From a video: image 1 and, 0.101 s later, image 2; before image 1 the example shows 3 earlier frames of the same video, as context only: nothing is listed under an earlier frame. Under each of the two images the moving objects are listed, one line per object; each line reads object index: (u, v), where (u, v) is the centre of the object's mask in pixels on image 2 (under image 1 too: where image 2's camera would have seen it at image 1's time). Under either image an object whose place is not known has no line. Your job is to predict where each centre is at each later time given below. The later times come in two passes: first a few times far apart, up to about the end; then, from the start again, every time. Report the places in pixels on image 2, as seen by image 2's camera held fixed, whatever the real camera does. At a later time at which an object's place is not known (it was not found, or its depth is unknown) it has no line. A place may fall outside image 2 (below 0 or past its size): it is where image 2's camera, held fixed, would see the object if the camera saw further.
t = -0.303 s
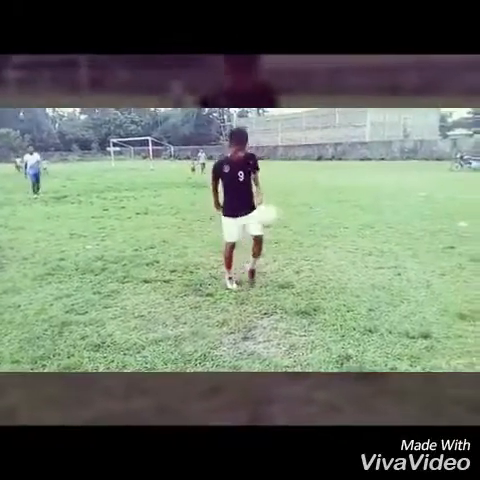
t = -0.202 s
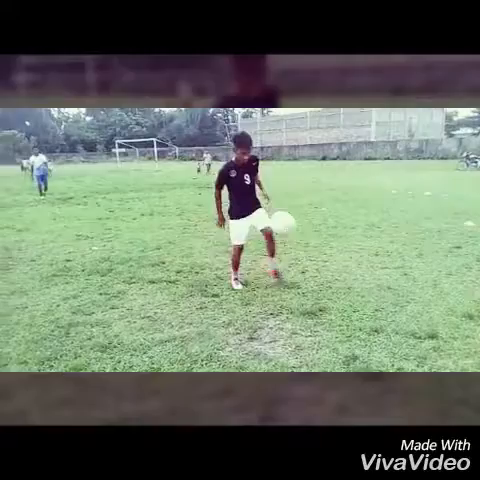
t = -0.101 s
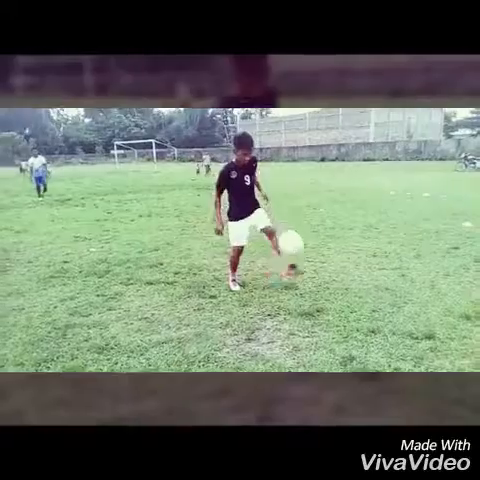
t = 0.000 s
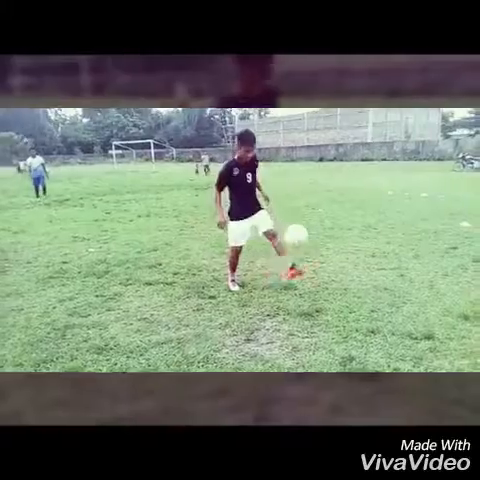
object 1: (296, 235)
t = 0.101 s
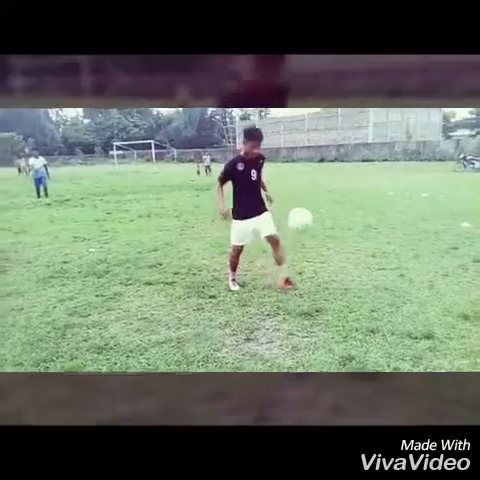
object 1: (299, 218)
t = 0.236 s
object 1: (306, 213)
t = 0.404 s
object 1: (313, 231)
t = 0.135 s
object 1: (301, 214)
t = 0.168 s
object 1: (303, 213)
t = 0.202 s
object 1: (304, 212)
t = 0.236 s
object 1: (306, 213)
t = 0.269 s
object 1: (307, 214)
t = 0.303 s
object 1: (308, 216)
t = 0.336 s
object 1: (310, 220)
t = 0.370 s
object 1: (312, 225)
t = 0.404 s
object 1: (313, 231)
